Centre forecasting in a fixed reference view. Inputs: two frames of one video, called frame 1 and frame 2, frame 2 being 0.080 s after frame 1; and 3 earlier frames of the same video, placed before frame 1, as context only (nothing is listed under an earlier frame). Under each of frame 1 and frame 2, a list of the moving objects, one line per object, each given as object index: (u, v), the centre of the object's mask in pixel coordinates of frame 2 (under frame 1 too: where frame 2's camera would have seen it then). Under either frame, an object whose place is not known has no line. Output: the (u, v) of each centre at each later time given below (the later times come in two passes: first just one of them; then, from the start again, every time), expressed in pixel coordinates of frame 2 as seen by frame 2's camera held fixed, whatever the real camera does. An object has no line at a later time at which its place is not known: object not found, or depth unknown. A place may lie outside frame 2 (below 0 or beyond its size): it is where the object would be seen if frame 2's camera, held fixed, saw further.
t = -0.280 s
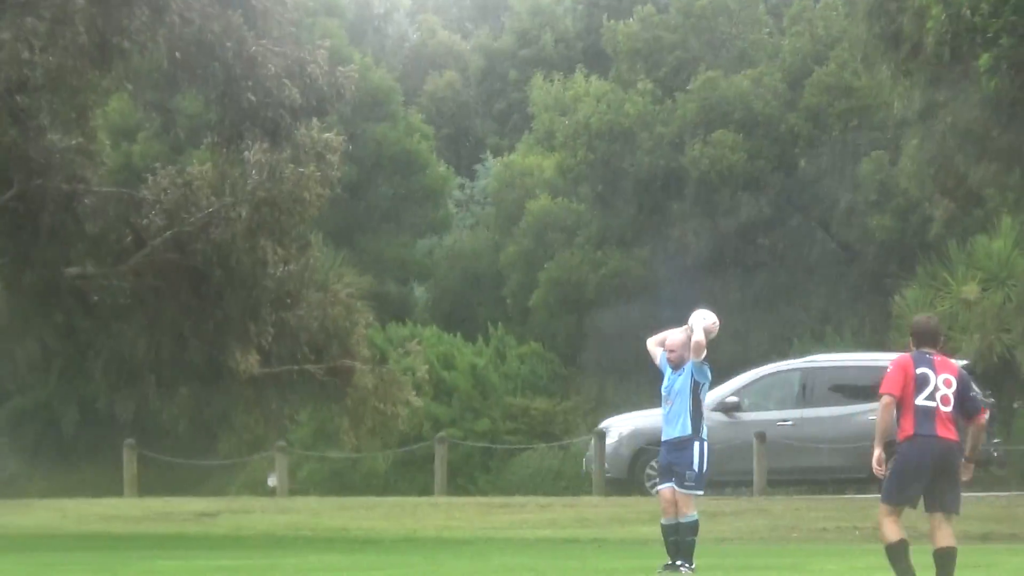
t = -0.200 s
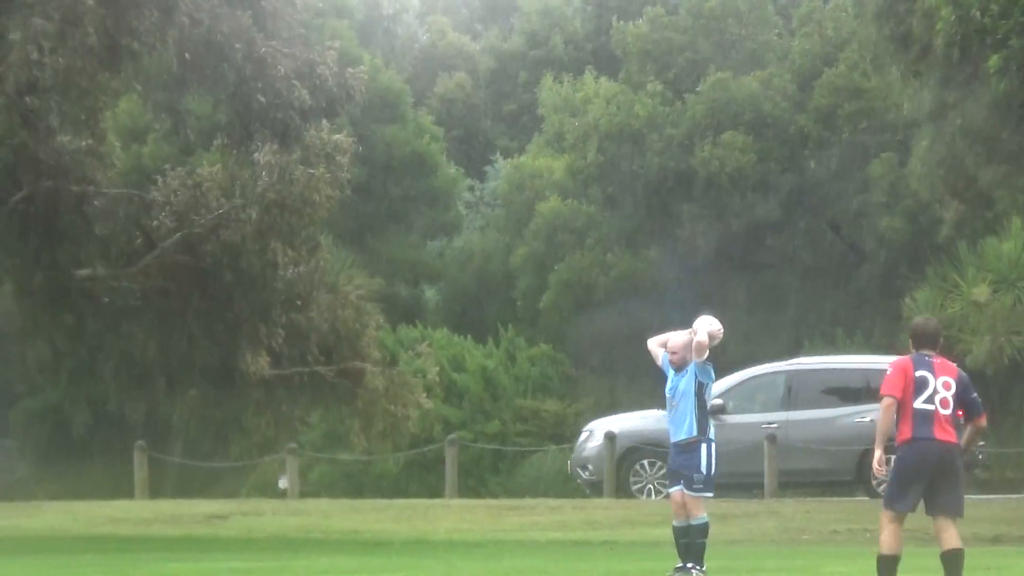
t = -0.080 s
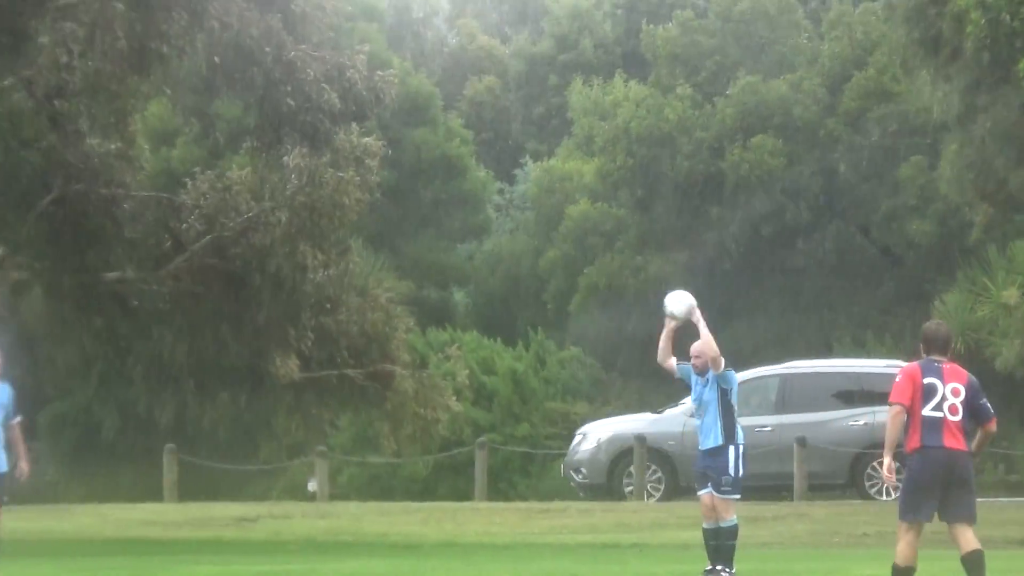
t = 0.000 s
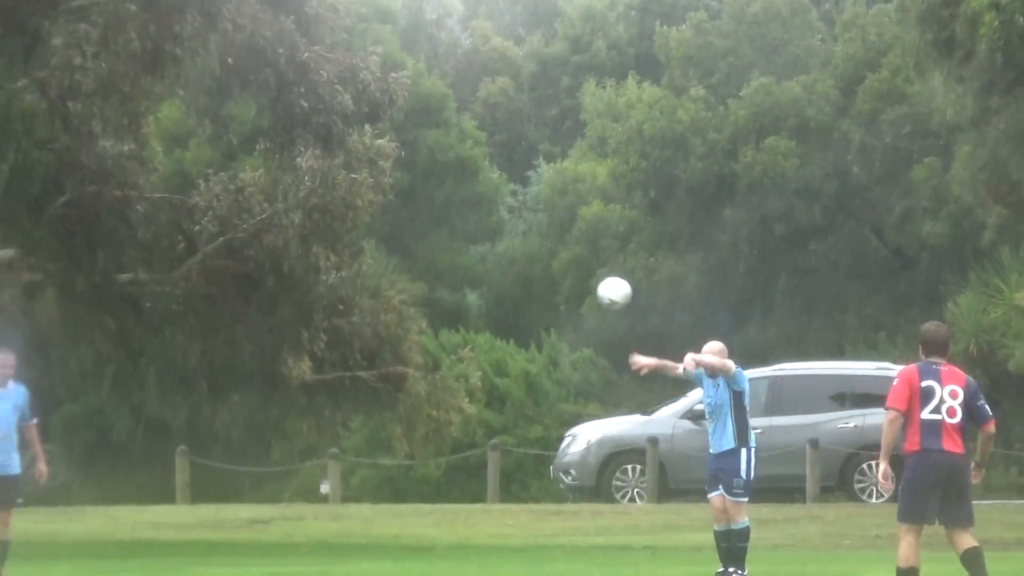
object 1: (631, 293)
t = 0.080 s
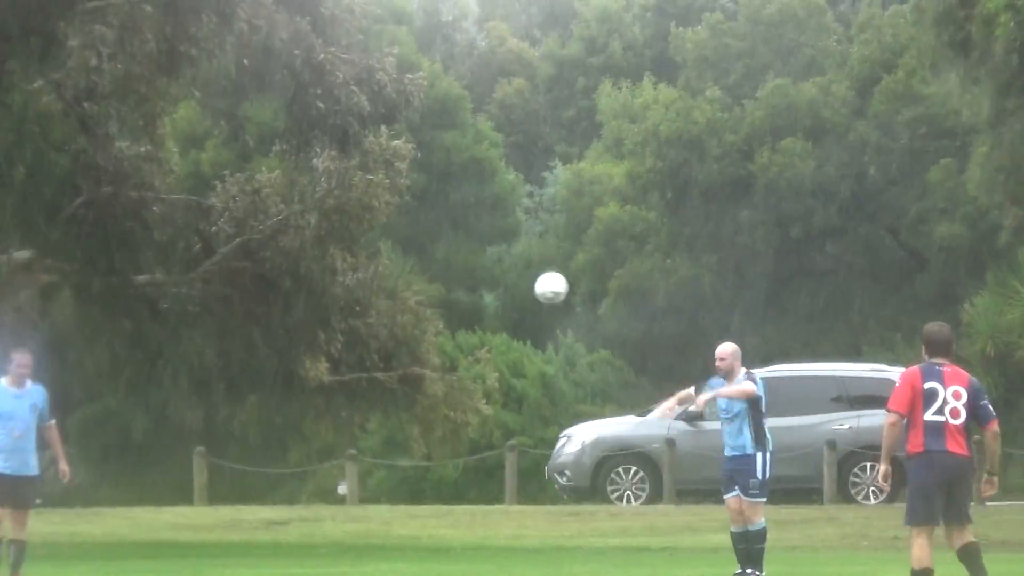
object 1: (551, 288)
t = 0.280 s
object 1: (351, 314)
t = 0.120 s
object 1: (511, 289)
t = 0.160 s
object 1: (471, 291)
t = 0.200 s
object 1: (431, 296)
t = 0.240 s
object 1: (391, 304)
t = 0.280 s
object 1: (351, 314)
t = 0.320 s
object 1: (315, 326)
